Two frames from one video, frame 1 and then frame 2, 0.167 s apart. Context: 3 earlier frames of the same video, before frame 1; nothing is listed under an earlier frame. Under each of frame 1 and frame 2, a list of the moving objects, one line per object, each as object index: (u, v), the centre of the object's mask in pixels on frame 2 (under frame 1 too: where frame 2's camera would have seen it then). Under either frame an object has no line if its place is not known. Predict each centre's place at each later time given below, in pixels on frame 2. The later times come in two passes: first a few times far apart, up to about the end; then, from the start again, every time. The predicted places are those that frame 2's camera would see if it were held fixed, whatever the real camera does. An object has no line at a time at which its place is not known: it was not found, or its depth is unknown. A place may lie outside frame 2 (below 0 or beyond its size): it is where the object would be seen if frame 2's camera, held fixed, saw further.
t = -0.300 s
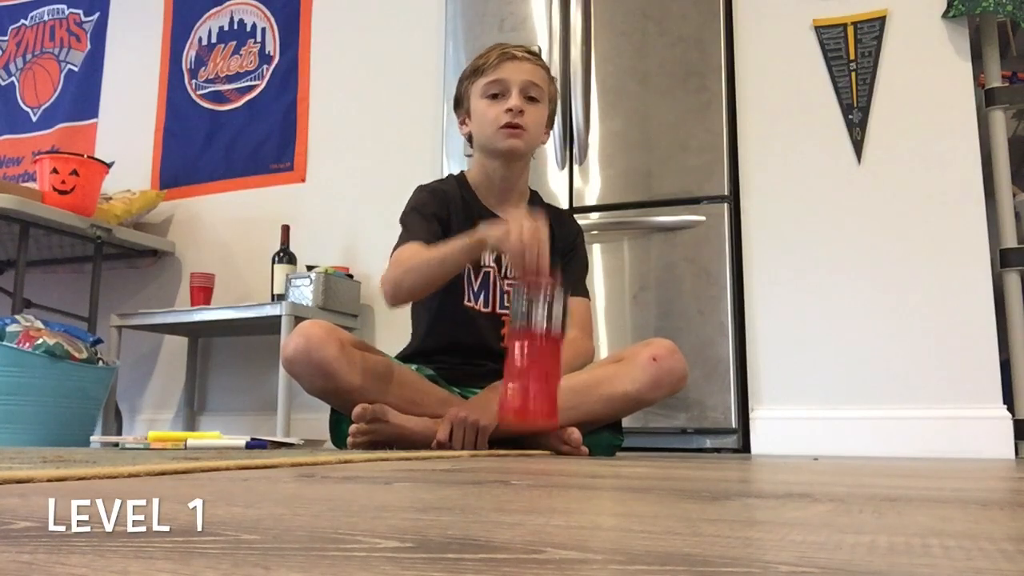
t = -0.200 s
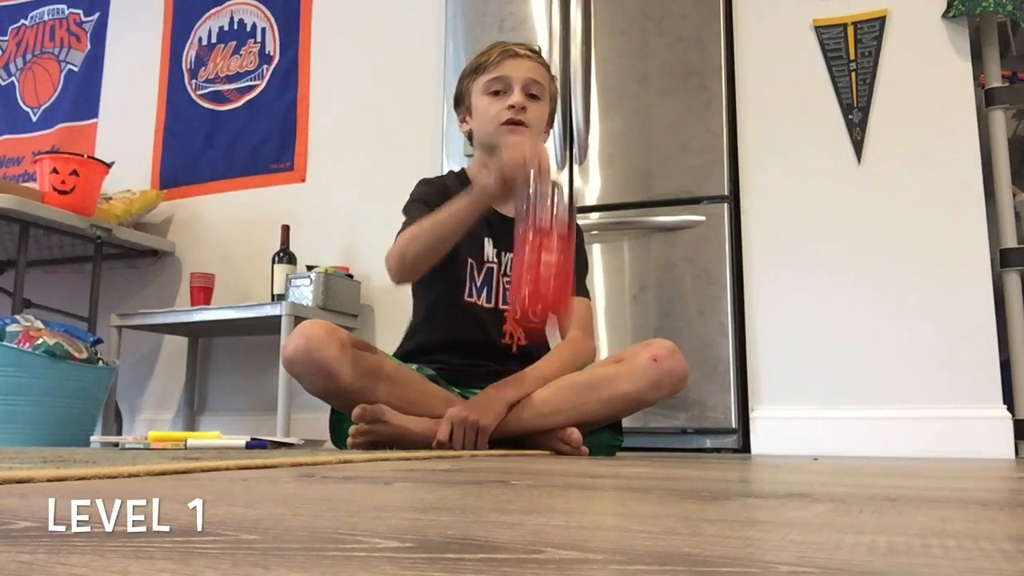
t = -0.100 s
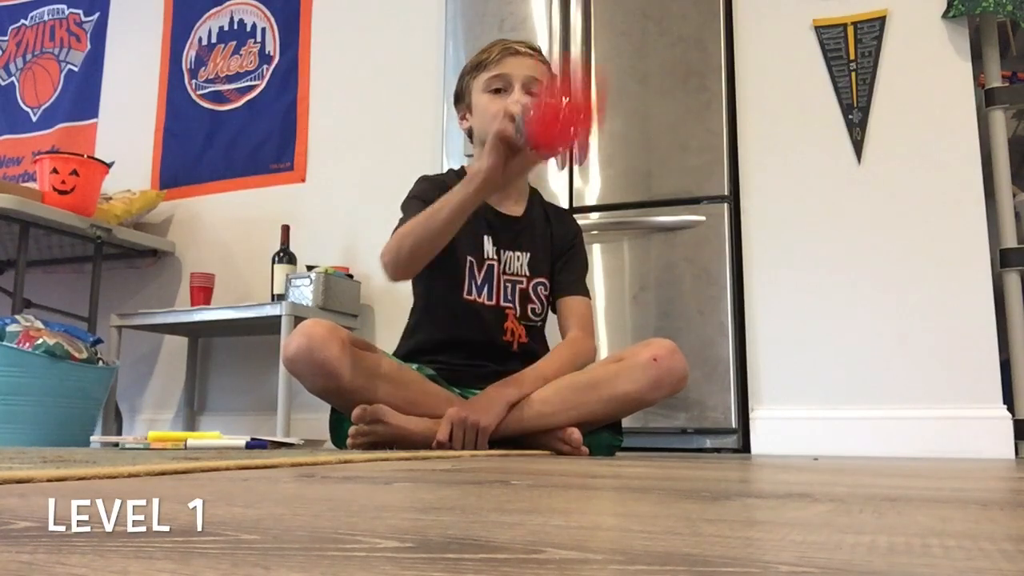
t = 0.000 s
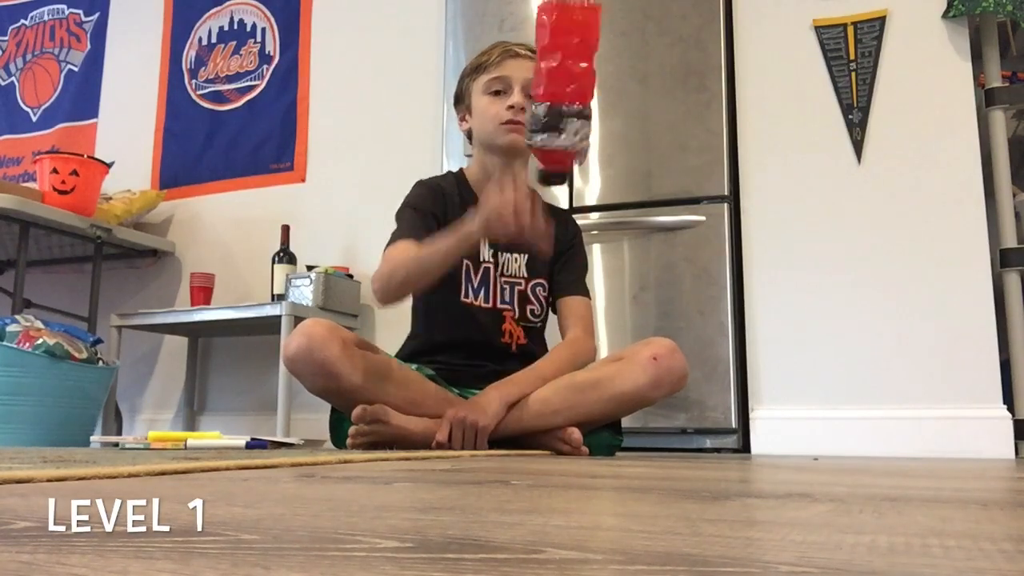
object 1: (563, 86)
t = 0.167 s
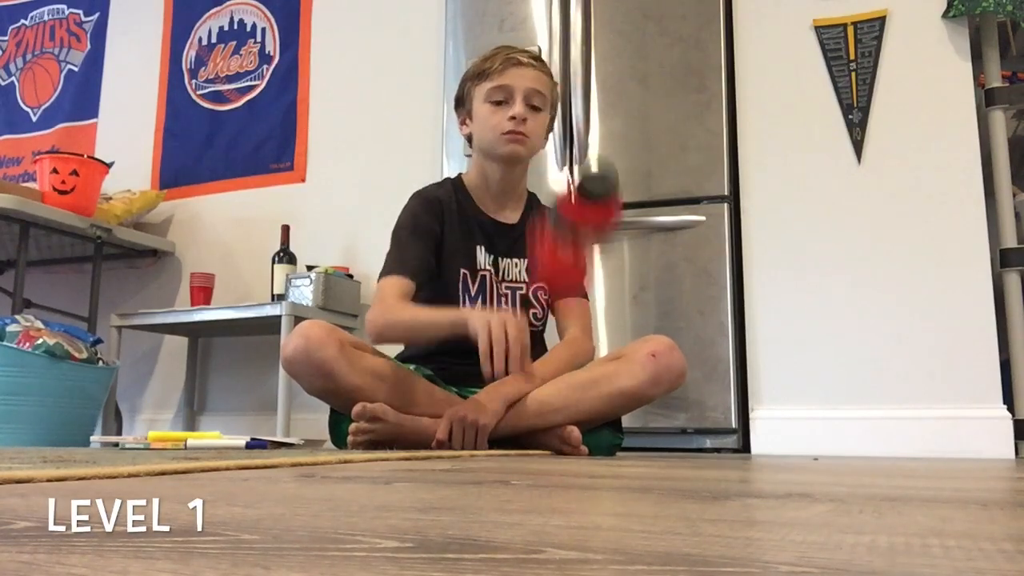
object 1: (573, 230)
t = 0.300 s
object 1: (579, 313)
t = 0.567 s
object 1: (573, 426)
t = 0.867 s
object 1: (593, 368)
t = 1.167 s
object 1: (608, 370)
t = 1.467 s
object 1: (611, 370)
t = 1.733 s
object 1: (611, 369)
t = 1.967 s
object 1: (611, 369)
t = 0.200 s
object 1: (576, 288)
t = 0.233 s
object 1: (578, 364)
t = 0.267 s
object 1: (579, 357)
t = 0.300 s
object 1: (579, 313)
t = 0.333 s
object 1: (579, 291)
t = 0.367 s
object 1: (578, 279)
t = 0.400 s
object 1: (578, 278)
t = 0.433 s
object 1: (576, 287)
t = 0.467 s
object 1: (575, 305)
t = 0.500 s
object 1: (574, 330)
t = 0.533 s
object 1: (572, 373)
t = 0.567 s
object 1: (573, 426)
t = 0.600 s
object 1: (575, 406)
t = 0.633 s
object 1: (578, 381)
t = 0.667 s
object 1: (580, 368)
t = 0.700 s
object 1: (582, 366)
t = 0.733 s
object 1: (585, 369)
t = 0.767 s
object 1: (586, 364)
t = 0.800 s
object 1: (588, 365)
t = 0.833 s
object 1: (590, 365)
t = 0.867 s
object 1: (593, 368)
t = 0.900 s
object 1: (598, 370)
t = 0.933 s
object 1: (602, 368)
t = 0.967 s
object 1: (606, 368)
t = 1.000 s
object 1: (608, 369)
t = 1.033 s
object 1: (609, 368)
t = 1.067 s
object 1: (610, 368)
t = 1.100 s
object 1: (609, 370)
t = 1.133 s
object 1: (608, 369)
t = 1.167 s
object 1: (608, 370)
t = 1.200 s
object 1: (610, 369)
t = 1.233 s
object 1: (611, 369)
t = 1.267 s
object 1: (611, 369)
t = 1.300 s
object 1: (610, 370)
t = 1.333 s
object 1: (610, 370)
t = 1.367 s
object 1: (610, 369)
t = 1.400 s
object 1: (611, 369)
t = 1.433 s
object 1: (611, 369)
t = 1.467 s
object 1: (611, 370)
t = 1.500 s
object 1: (610, 370)
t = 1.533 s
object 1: (610, 369)
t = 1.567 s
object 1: (611, 370)
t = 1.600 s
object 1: (611, 369)
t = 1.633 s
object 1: (610, 369)
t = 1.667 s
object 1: (611, 369)
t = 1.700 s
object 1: (611, 369)
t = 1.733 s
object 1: (611, 369)
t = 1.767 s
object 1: (610, 369)
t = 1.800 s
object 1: (610, 369)
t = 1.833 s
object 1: (611, 369)
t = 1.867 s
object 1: (610, 369)
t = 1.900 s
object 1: (610, 369)
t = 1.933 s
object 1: (610, 369)
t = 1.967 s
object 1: (611, 369)
